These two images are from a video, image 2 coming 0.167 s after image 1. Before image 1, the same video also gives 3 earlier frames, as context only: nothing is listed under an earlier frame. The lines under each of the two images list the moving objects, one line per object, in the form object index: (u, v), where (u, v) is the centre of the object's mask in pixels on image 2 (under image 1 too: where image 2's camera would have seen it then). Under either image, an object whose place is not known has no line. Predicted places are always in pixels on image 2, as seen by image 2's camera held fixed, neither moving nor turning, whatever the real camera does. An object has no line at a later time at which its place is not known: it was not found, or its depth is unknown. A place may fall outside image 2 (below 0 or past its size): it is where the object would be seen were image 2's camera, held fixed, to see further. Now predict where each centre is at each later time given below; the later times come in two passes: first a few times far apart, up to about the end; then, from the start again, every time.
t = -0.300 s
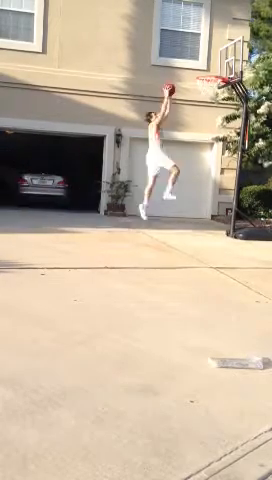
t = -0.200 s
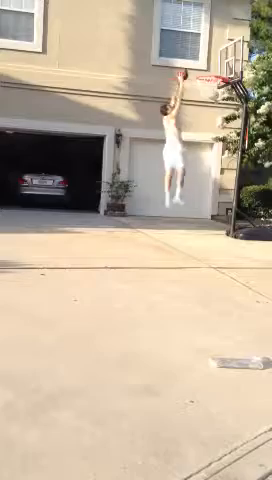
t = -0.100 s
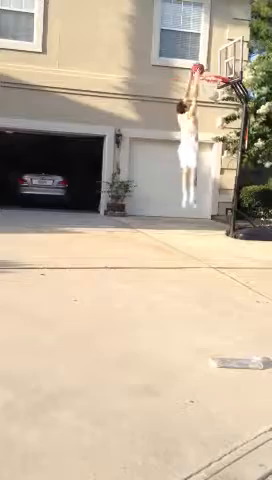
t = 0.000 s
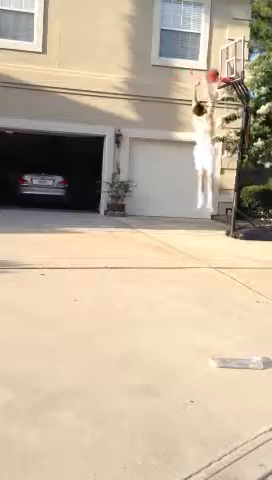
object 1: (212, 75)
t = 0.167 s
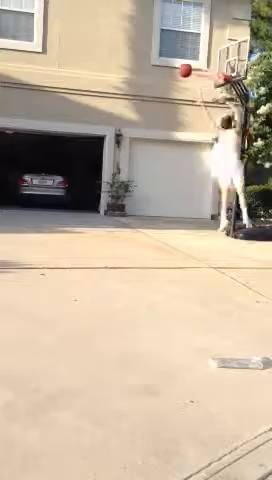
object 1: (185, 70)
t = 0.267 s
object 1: (167, 76)
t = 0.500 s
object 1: (121, 112)
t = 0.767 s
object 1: (60, 202)
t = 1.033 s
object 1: (17, 162)
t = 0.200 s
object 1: (180, 71)
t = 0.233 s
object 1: (173, 73)
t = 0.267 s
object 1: (167, 76)
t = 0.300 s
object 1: (161, 78)
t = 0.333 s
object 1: (155, 81)
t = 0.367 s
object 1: (149, 87)
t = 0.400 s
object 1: (142, 91)
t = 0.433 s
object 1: (135, 96)
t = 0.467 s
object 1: (128, 104)
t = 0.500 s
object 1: (121, 112)
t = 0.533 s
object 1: (115, 120)
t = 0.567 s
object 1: (108, 129)
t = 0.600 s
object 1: (99, 139)
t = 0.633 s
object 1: (91, 150)
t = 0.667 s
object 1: (83, 162)
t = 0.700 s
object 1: (75, 174)
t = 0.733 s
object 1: (68, 188)
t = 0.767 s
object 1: (60, 202)
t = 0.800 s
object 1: (51, 218)
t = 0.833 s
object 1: (44, 234)
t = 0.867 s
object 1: (40, 222)
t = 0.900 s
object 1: (34, 209)
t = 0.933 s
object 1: (31, 198)
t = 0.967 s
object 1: (25, 184)
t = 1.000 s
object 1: (21, 173)
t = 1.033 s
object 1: (17, 162)
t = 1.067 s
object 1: (12, 152)
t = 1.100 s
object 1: (8, 142)
